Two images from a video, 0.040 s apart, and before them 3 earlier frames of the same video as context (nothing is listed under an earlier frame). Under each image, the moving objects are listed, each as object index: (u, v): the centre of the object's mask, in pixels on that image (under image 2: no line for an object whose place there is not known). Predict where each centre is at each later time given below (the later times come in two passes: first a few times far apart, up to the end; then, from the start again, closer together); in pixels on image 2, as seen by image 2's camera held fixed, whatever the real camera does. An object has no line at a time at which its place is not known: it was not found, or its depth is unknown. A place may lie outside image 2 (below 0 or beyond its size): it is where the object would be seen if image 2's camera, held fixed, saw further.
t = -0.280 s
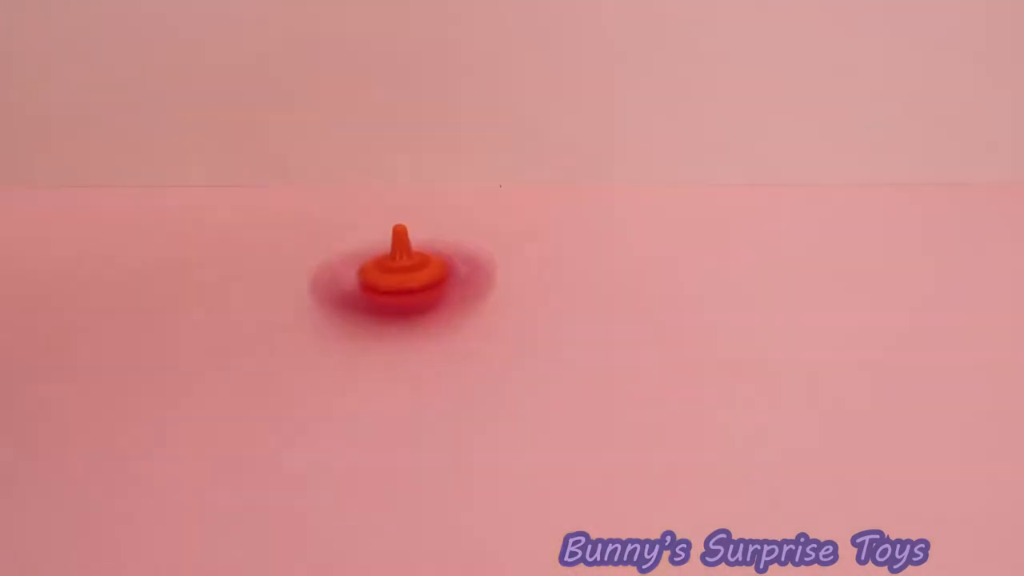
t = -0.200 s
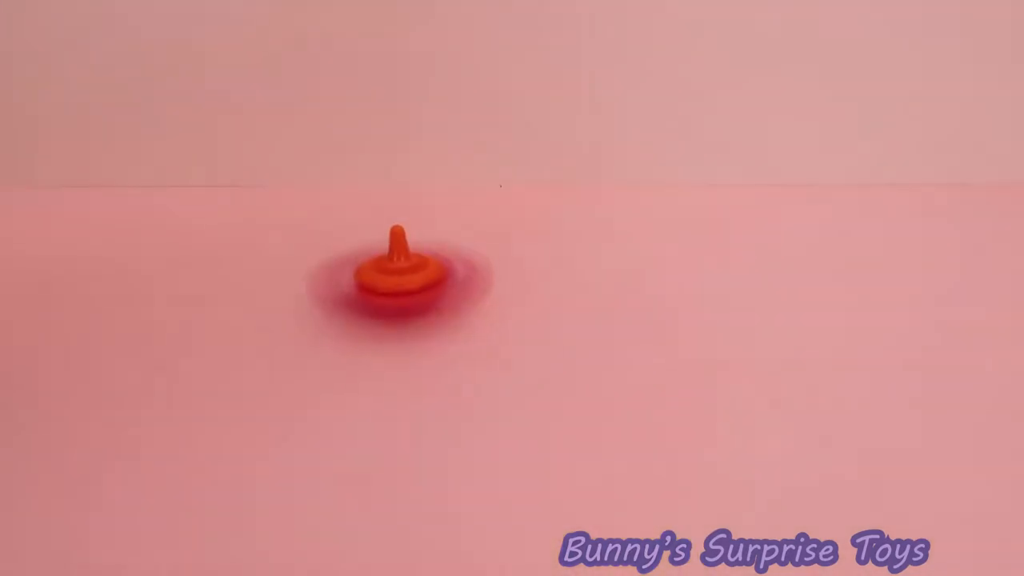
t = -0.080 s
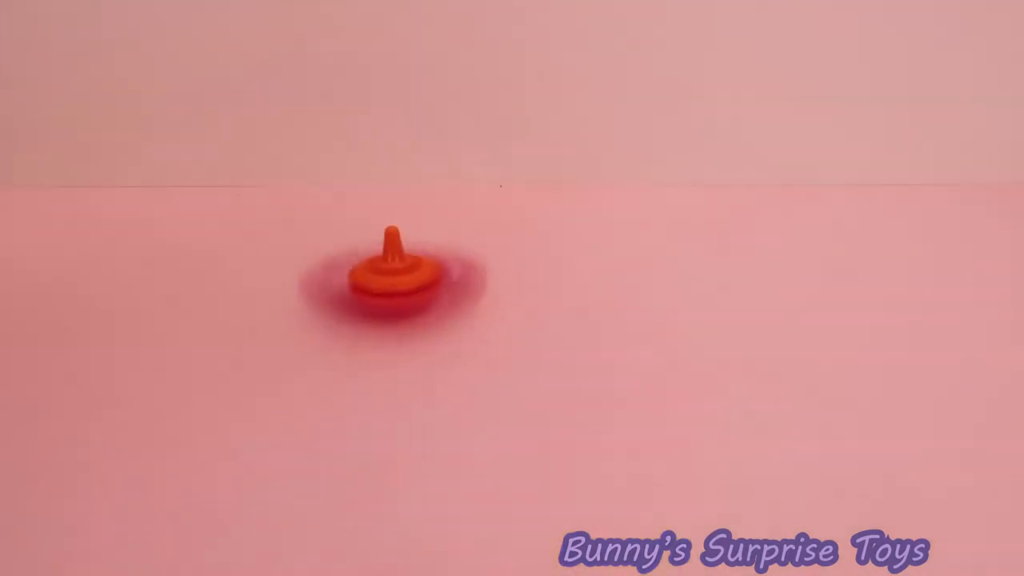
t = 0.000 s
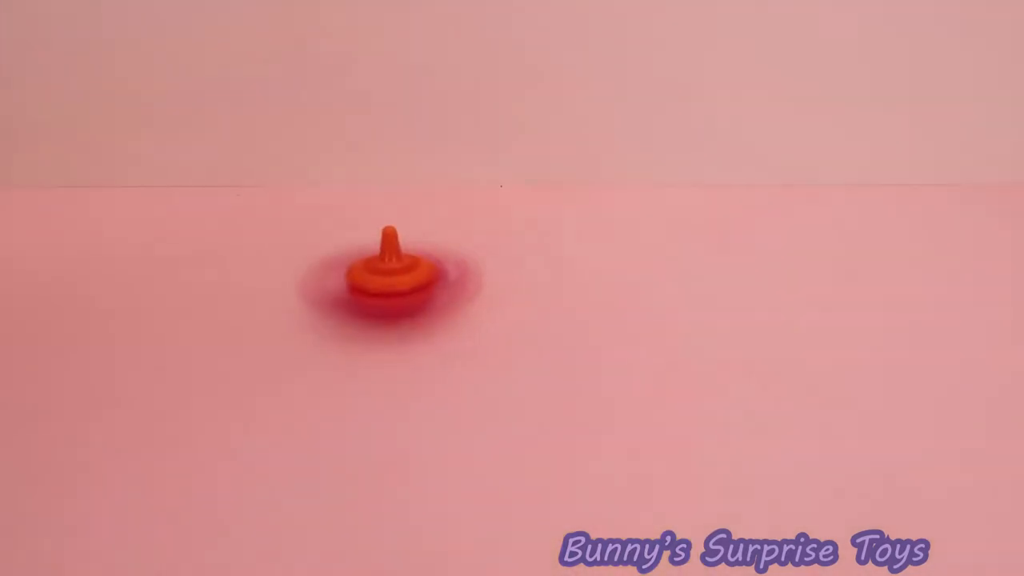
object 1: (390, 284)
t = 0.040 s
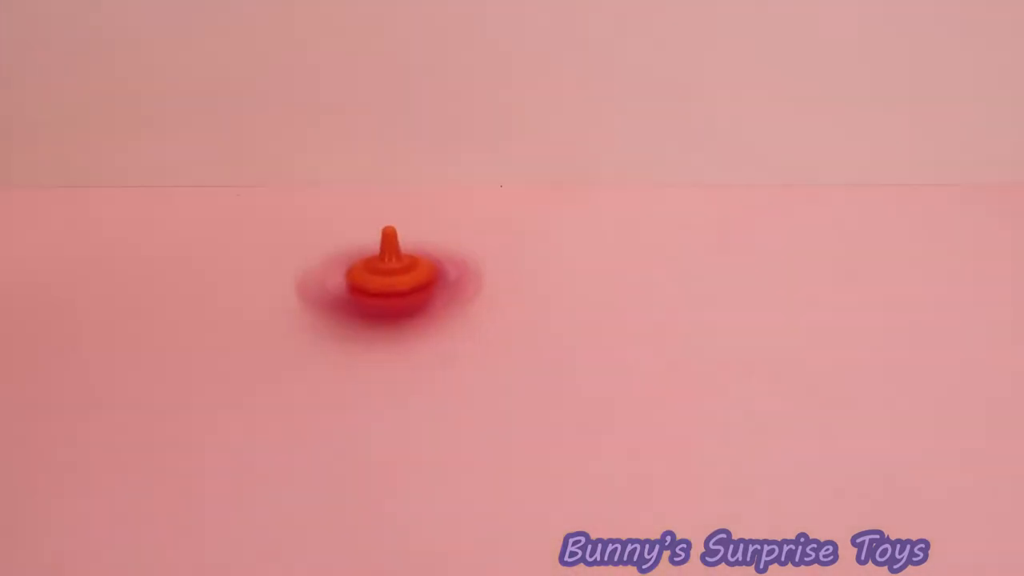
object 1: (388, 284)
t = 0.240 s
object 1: (383, 285)
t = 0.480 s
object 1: (376, 282)
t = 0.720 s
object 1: (379, 280)
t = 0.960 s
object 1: (387, 276)
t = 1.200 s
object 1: (393, 272)
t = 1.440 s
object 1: (403, 271)
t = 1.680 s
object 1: (412, 270)
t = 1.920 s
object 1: (420, 272)
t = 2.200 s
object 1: (420, 277)
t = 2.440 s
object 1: (422, 276)
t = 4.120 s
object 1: (441, 292)
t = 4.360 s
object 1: (446, 290)
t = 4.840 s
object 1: (466, 283)
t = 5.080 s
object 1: (463, 294)
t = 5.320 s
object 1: (465, 293)
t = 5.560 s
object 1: (466, 292)
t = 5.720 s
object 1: (466, 290)
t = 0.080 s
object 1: (388, 284)
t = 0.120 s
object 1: (387, 285)
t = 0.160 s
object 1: (385, 284)
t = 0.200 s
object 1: (384, 285)
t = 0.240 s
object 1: (383, 285)
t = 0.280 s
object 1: (383, 285)
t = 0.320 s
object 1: (381, 284)
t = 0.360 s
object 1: (378, 283)
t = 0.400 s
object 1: (376, 282)
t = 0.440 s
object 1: (376, 282)
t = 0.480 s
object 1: (376, 282)
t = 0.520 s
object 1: (375, 282)
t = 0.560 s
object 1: (374, 281)
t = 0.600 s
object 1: (375, 280)
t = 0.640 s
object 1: (376, 279)
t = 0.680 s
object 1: (378, 279)
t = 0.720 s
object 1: (379, 280)
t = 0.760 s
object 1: (381, 280)
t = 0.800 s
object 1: (382, 280)
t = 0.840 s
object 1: (385, 279)
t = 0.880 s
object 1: (384, 278)
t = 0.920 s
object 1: (386, 277)
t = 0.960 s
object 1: (387, 276)
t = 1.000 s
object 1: (387, 276)
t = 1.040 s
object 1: (389, 275)
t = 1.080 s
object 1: (391, 275)
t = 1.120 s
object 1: (394, 274)
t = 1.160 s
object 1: (395, 272)
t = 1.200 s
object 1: (393, 272)
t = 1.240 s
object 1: (395, 272)
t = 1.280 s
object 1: (398, 273)
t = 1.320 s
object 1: (401, 271)
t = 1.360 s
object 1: (401, 270)
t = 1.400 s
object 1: (400, 270)
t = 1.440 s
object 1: (403, 271)
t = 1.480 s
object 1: (409, 271)
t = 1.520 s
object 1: (408, 271)
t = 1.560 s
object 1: (409, 271)
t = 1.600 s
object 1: (412, 271)
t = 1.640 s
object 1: (412, 270)
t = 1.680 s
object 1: (412, 270)
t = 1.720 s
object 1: (416, 271)
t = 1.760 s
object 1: (417, 271)
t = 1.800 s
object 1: (416, 271)
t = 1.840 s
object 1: (420, 272)
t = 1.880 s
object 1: (419, 272)
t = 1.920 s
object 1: (420, 272)
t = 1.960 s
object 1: (423, 273)
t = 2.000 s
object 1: (421, 274)
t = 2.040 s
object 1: (421, 275)
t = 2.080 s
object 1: (423, 275)
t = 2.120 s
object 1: (421, 275)
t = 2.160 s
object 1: (423, 276)
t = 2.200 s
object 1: (420, 277)
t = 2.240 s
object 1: (423, 277)
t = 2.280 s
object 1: (420, 277)
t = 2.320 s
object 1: (422, 278)
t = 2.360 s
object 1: (421, 277)
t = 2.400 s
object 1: (422, 277)
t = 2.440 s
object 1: (422, 276)
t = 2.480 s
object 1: (421, 277)
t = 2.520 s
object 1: (422, 276)
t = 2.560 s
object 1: (421, 276)
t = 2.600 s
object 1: (422, 276)
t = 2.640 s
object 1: (421, 276)
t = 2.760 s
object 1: (423, 277)
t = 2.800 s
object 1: (428, 279)
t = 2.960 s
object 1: (427, 285)
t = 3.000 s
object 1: (434, 286)
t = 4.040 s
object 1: (445, 296)
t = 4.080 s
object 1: (437, 295)
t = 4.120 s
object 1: (441, 292)
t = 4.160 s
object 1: (447, 292)
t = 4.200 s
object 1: (445, 293)
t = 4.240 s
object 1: (451, 293)
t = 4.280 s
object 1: (445, 298)
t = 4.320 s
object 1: (443, 292)
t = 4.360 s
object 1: (446, 290)
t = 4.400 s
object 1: (458, 293)
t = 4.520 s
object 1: (449, 294)
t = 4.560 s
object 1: (450, 294)
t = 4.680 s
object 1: (440, 288)
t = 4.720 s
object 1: (446, 283)
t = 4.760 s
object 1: (456, 280)
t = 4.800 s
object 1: (460, 281)
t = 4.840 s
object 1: (466, 283)
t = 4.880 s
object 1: (468, 288)
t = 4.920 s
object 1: (467, 291)
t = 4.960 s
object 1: (466, 293)
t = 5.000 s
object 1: (464, 294)
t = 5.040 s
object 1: (463, 294)
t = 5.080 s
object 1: (463, 294)
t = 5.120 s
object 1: (463, 295)
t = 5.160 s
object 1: (464, 295)
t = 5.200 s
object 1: (464, 294)
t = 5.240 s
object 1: (465, 293)
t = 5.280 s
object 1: (465, 293)
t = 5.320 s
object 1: (465, 293)
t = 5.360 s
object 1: (465, 292)
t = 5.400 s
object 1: (466, 292)
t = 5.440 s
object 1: (466, 292)
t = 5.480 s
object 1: (466, 292)
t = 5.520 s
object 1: (466, 292)
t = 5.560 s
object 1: (466, 292)
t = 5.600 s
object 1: (466, 291)
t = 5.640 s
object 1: (466, 290)
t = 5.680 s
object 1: (466, 290)
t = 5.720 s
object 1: (466, 290)
